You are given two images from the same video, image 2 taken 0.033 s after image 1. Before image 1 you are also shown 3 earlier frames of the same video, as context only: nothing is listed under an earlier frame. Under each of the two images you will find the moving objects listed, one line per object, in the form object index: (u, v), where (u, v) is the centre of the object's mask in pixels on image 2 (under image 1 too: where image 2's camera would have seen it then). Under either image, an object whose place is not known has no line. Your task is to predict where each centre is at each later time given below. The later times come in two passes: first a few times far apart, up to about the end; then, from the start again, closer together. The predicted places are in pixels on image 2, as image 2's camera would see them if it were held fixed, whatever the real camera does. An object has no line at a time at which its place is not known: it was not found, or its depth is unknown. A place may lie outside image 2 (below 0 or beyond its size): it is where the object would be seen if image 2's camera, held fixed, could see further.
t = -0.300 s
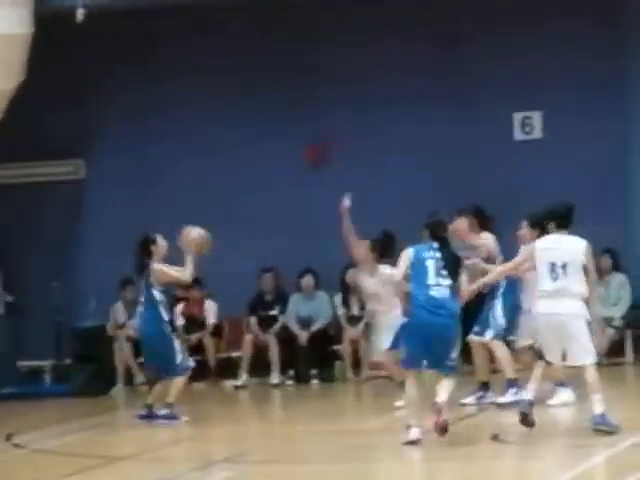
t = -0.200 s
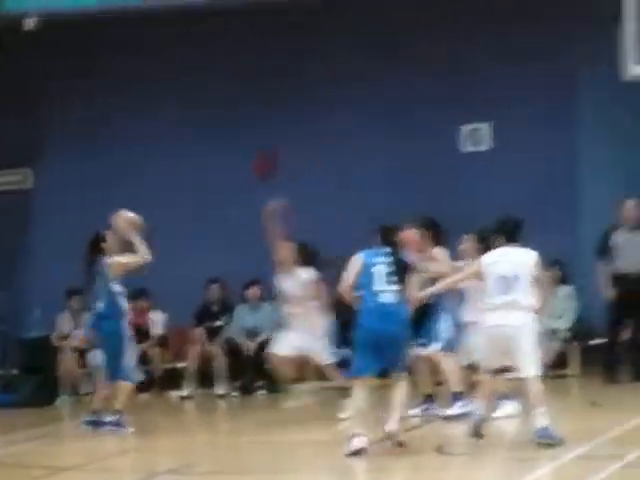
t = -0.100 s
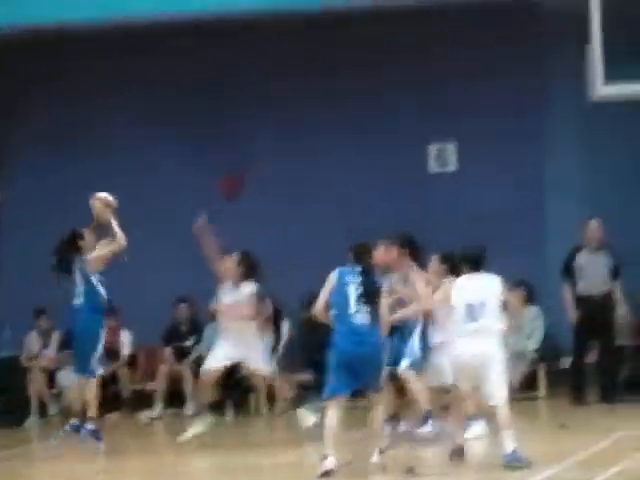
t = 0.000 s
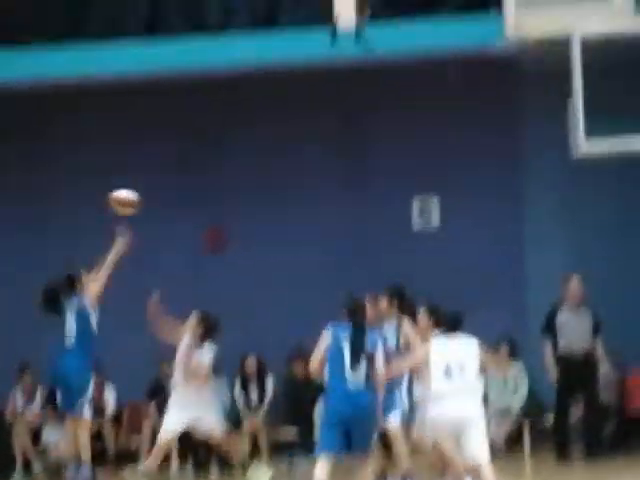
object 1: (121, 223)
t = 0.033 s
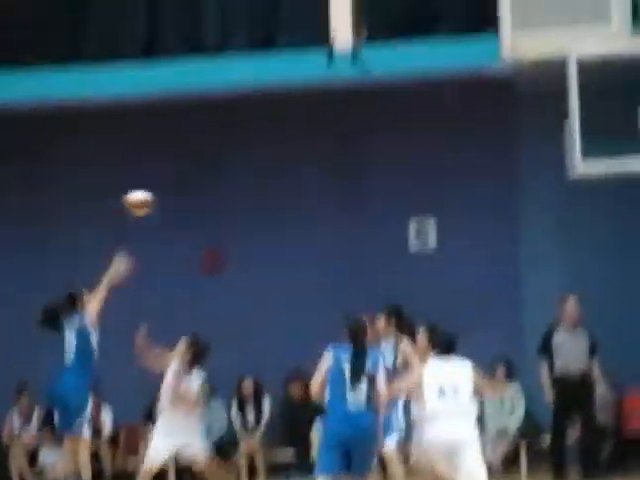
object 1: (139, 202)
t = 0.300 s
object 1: (279, 83)
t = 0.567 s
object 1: (420, 39)
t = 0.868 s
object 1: (589, 92)
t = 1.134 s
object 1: (704, 97)
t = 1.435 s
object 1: (820, 99)
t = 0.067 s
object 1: (157, 182)
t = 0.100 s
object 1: (174, 164)
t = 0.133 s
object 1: (192, 147)
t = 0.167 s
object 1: (210, 132)
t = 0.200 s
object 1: (227, 118)
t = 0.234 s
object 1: (244, 104)
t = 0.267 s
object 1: (261, 92)
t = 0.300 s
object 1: (279, 83)
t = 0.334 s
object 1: (296, 74)
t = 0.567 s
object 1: (420, 39)
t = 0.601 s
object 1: (437, 39)
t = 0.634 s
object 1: (457, 42)
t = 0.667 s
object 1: (475, 44)
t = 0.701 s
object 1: (494, 49)
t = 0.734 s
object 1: (513, 58)
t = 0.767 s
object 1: (532, 65)
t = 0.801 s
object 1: (549, 71)
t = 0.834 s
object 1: (568, 81)
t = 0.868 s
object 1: (589, 92)
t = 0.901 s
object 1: (606, 104)
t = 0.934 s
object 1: (623, 116)
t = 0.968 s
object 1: (644, 131)
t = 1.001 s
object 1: (659, 130)
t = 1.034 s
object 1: (669, 123)
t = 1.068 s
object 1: (680, 114)
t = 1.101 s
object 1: (689, 105)
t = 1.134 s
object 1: (704, 97)
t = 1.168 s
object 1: (718, 91)
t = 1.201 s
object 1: (729, 88)
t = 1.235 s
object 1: (743, 86)
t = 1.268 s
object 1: (756, 85)
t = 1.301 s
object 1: (766, 86)
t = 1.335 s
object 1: (782, 88)
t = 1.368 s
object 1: (795, 90)
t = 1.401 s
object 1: (806, 95)
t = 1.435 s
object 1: (820, 99)
